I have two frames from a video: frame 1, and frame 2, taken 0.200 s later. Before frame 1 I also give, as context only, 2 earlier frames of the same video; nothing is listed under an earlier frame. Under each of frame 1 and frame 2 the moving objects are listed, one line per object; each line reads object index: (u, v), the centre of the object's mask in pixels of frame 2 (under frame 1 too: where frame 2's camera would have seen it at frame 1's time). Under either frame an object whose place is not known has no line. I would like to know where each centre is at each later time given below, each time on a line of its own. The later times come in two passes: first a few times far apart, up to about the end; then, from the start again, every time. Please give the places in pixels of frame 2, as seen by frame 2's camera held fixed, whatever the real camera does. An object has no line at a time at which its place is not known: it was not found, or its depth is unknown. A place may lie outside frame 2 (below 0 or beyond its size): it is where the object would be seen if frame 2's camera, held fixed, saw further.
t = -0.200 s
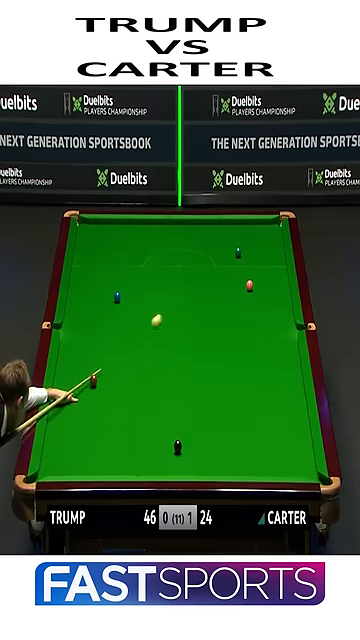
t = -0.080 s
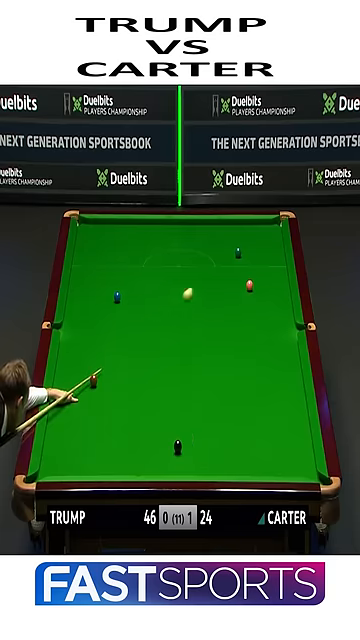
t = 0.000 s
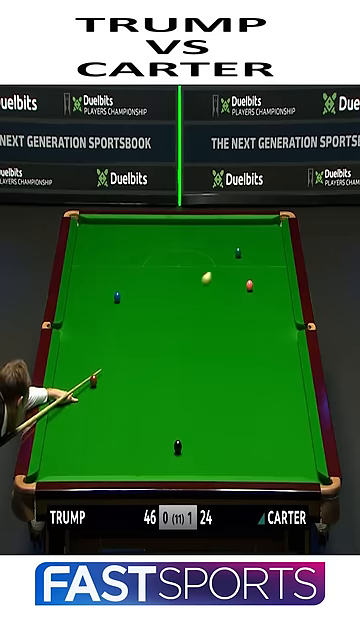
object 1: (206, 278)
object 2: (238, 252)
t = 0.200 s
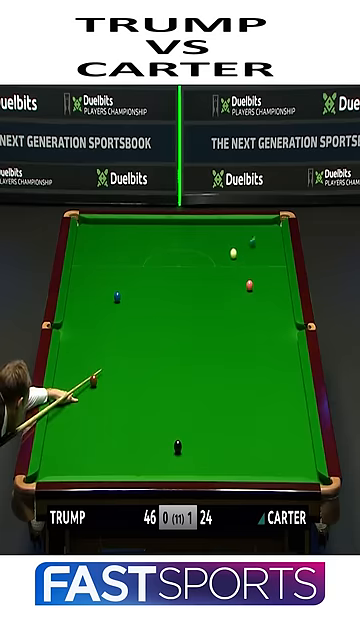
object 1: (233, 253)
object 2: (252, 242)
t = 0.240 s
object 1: (233, 253)
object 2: (261, 236)
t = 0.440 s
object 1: (230, 250)
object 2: (274, 221)
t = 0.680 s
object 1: (226, 248)
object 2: (250, 228)
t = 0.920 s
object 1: (223, 245)
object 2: (229, 233)
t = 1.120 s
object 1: (221, 244)
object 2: (213, 238)
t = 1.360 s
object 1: (219, 242)
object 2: (193, 243)
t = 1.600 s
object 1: (217, 240)
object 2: (173, 248)
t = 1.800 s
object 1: (215, 239)
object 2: (158, 252)
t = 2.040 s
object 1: (214, 238)
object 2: (138, 257)
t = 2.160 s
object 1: (213, 237)
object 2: (129, 259)
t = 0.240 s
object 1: (233, 253)
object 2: (261, 236)
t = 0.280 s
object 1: (232, 252)
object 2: (268, 230)
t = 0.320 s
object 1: (231, 252)
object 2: (276, 225)
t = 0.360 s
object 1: (231, 251)
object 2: (277, 221)
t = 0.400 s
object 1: (230, 251)
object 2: (278, 221)
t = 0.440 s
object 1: (230, 250)
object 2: (274, 221)
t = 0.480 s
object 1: (229, 250)
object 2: (268, 222)
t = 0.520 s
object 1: (229, 249)
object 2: (265, 223)
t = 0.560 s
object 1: (228, 249)
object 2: (260, 225)
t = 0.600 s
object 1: (228, 249)
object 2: (257, 226)
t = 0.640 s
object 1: (227, 248)
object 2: (253, 227)
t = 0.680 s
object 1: (226, 248)
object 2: (250, 228)
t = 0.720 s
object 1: (226, 247)
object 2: (246, 229)
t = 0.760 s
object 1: (225, 247)
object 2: (244, 230)
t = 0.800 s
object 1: (225, 246)
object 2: (240, 230)
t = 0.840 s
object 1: (224, 246)
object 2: (236, 231)
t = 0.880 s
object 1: (224, 246)
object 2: (233, 233)
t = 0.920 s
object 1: (223, 245)
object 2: (229, 233)
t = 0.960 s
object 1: (223, 245)
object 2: (226, 234)
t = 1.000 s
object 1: (222, 245)
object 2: (223, 235)
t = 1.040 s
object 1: (222, 244)
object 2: (219, 236)
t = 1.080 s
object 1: (222, 244)
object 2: (216, 237)
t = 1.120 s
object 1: (221, 244)
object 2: (213, 238)
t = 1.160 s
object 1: (221, 243)
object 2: (209, 239)
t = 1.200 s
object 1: (220, 243)
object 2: (206, 240)
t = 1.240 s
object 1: (220, 243)
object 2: (203, 240)
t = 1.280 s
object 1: (220, 242)
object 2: (200, 241)
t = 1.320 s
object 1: (219, 242)
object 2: (196, 242)
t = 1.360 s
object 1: (219, 242)
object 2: (193, 243)
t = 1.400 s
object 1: (219, 241)
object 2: (189, 244)
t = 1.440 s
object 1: (218, 241)
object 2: (186, 245)
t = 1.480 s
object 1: (218, 241)
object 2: (183, 246)
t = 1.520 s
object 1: (217, 241)
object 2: (180, 247)
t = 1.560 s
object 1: (217, 240)
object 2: (176, 247)
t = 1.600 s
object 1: (217, 240)
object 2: (173, 248)
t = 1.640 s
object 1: (216, 240)
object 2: (170, 249)
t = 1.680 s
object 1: (216, 240)
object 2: (167, 250)
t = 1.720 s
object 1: (216, 240)
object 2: (164, 250)
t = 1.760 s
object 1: (216, 239)
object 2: (160, 251)
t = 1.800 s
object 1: (215, 239)
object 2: (158, 252)
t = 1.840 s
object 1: (215, 239)
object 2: (154, 253)
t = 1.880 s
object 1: (215, 238)
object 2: (151, 253)
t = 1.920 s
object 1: (214, 238)
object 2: (148, 254)
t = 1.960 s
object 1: (214, 238)
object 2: (145, 255)
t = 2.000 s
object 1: (214, 238)
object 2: (141, 256)
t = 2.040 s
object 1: (214, 238)
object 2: (138, 257)
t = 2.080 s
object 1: (214, 238)
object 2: (135, 258)
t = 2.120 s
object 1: (213, 237)
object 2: (132, 258)
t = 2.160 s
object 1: (213, 237)
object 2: (129, 259)
